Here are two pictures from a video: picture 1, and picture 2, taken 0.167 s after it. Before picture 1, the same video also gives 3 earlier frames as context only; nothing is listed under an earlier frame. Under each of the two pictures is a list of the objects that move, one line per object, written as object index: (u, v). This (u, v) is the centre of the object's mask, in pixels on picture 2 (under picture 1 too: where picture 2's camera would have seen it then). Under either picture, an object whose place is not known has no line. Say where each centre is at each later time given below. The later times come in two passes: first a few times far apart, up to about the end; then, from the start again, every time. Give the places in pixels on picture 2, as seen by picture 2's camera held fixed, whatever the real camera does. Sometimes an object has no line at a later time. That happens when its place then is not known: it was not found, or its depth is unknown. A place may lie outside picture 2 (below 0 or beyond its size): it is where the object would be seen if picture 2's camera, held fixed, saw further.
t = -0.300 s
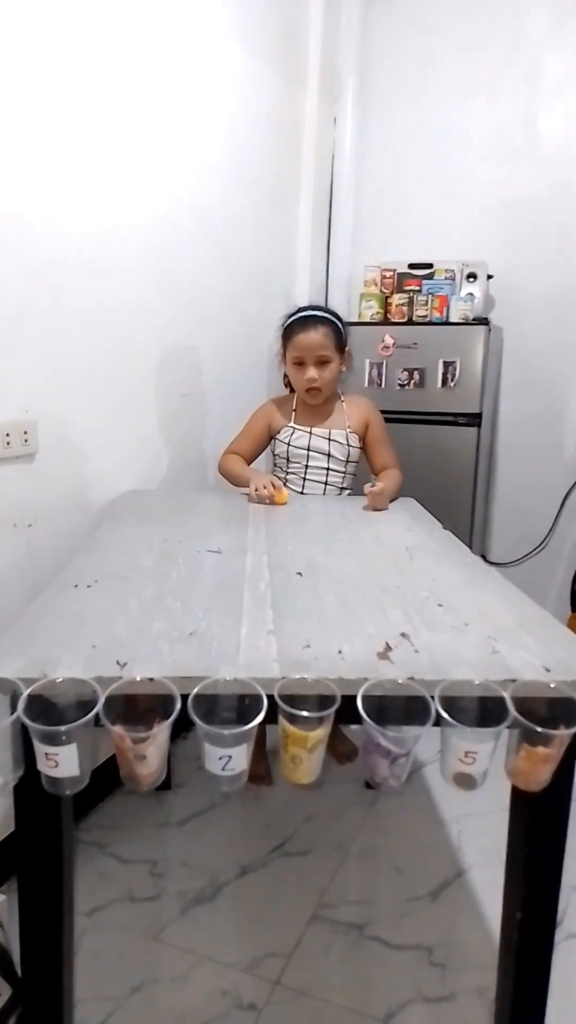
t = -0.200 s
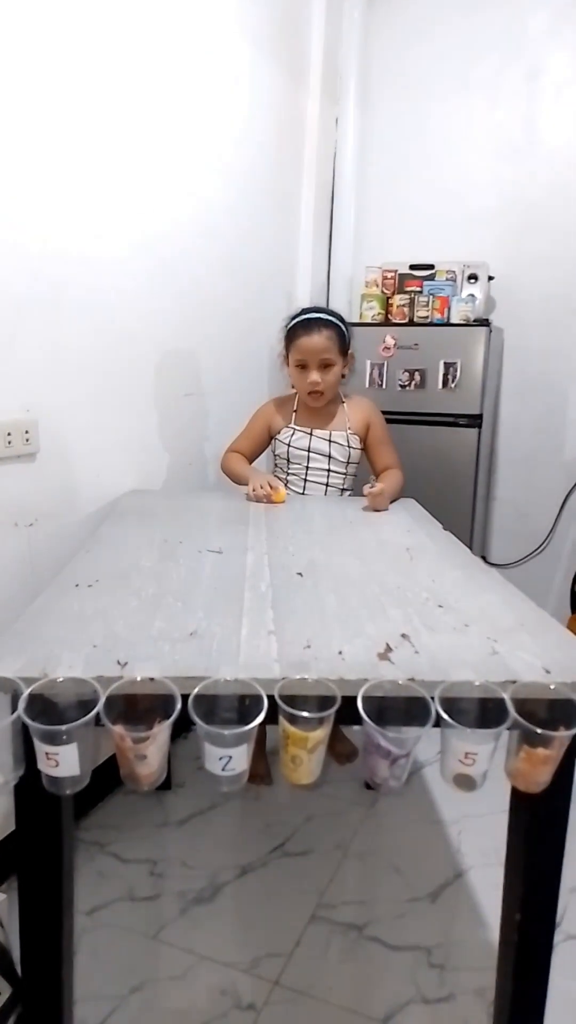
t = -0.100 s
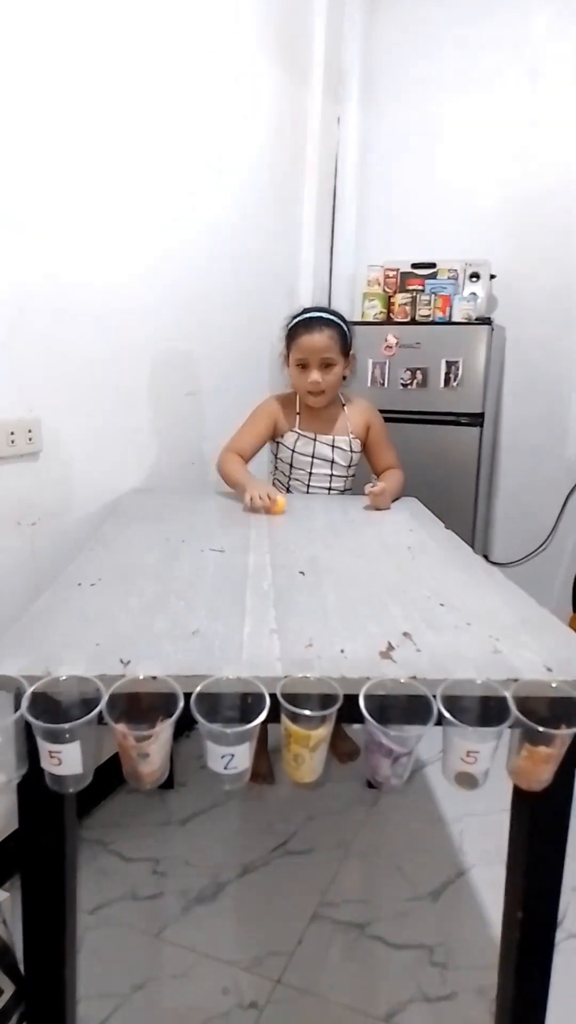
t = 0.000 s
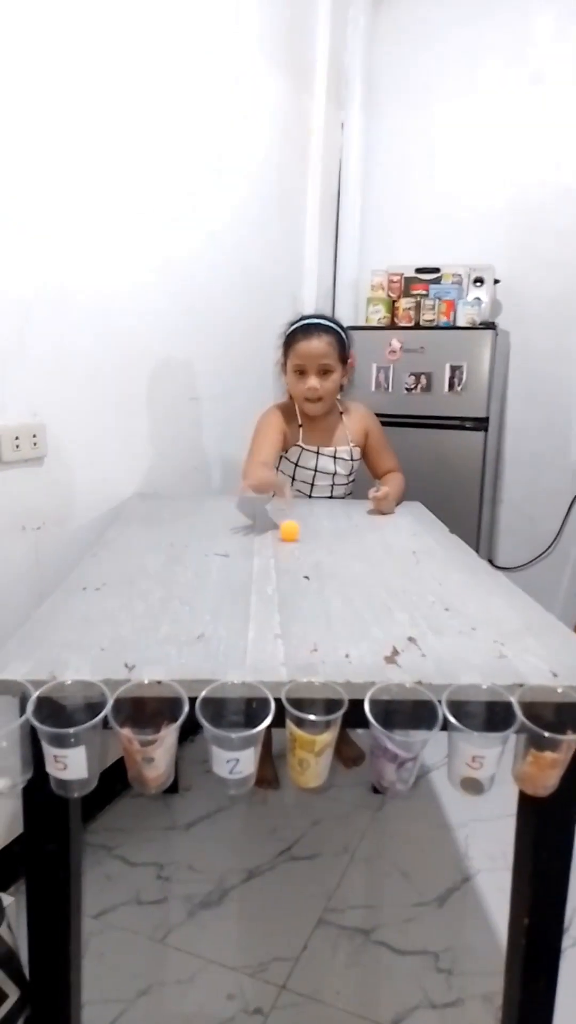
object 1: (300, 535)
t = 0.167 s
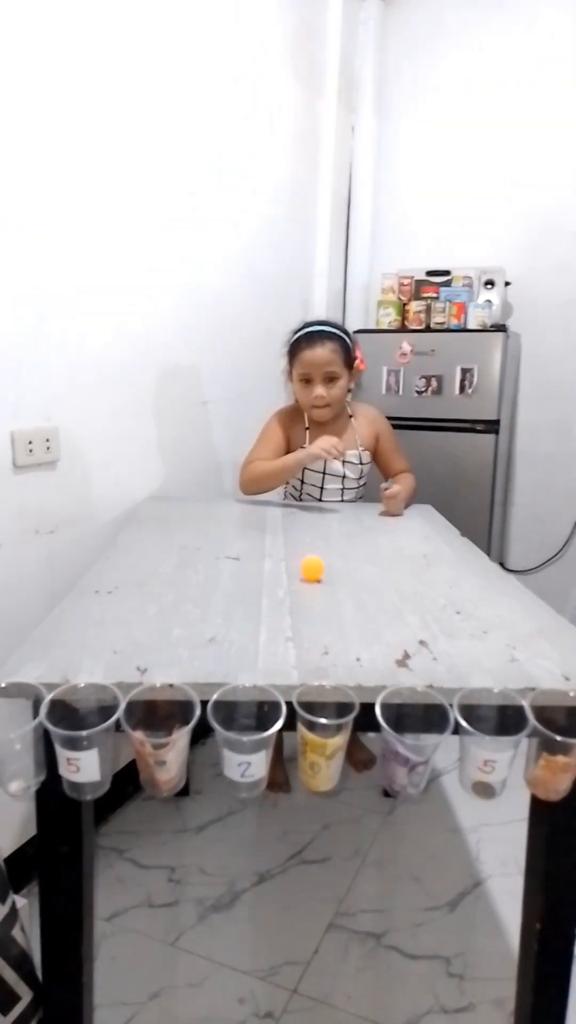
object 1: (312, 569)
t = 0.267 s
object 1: (316, 592)
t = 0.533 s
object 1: (307, 660)
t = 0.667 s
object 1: (284, 735)
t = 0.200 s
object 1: (314, 577)
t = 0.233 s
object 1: (315, 584)
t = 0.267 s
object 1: (316, 592)
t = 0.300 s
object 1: (317, 600)
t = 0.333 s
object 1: (317, 604)
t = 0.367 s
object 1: (317, 613)
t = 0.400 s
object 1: (316, 622)
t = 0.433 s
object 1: (315, 632)
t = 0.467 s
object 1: (314, 641)
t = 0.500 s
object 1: (311, 650)
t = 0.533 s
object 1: (307, 660)
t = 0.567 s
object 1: (302, 668)
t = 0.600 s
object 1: (296, 684)
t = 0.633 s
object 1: (287, 711)
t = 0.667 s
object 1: (284, 735)
